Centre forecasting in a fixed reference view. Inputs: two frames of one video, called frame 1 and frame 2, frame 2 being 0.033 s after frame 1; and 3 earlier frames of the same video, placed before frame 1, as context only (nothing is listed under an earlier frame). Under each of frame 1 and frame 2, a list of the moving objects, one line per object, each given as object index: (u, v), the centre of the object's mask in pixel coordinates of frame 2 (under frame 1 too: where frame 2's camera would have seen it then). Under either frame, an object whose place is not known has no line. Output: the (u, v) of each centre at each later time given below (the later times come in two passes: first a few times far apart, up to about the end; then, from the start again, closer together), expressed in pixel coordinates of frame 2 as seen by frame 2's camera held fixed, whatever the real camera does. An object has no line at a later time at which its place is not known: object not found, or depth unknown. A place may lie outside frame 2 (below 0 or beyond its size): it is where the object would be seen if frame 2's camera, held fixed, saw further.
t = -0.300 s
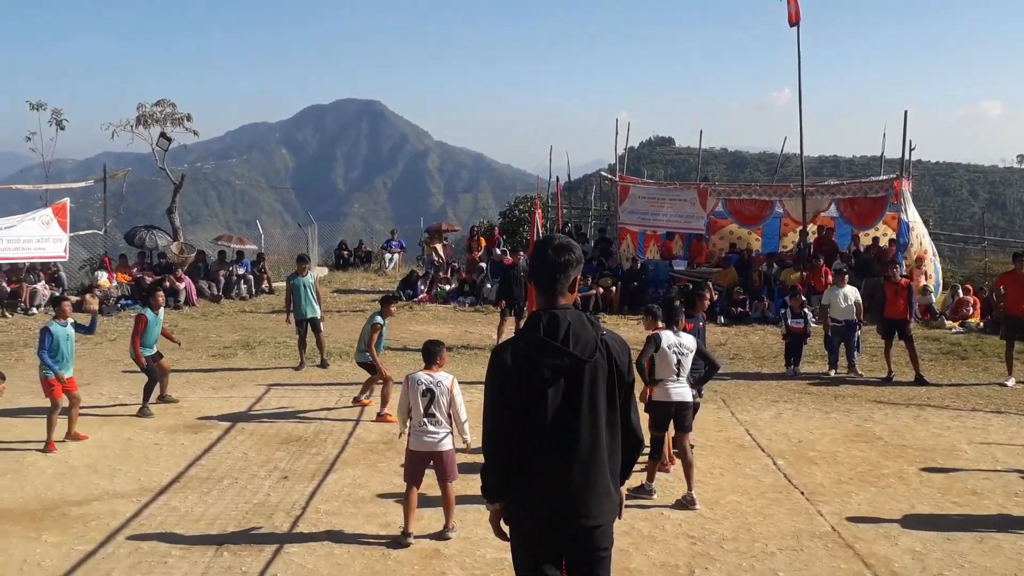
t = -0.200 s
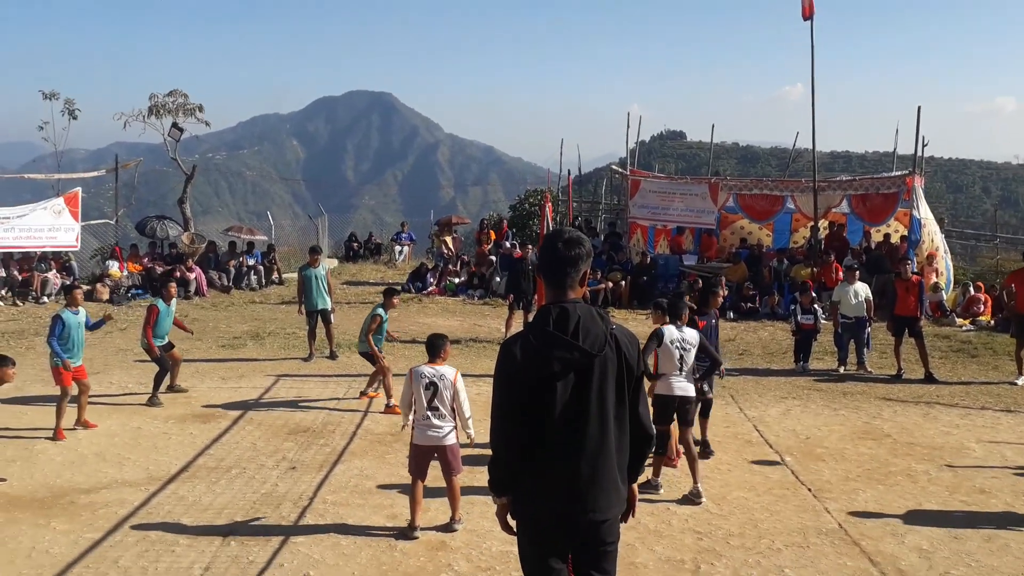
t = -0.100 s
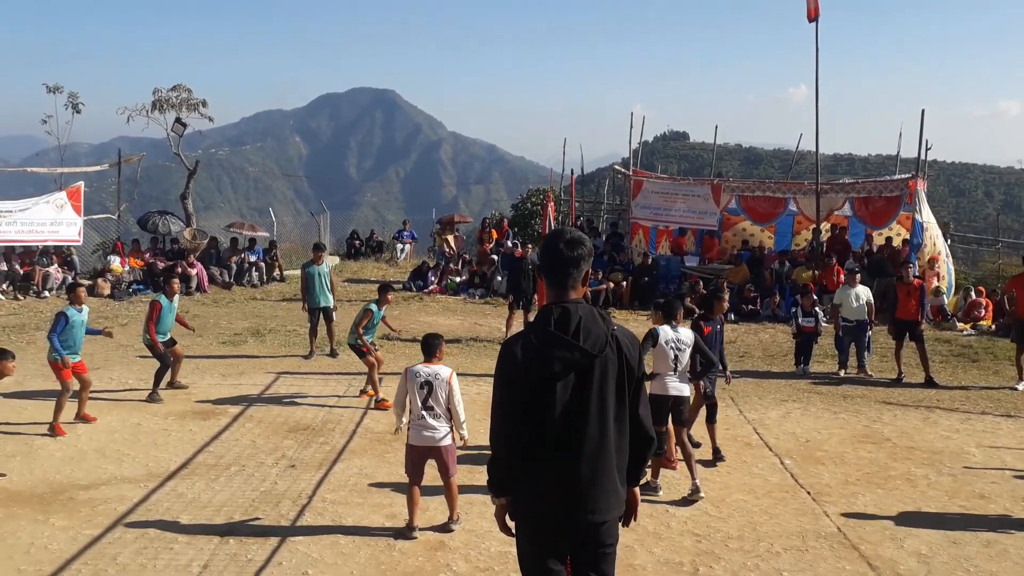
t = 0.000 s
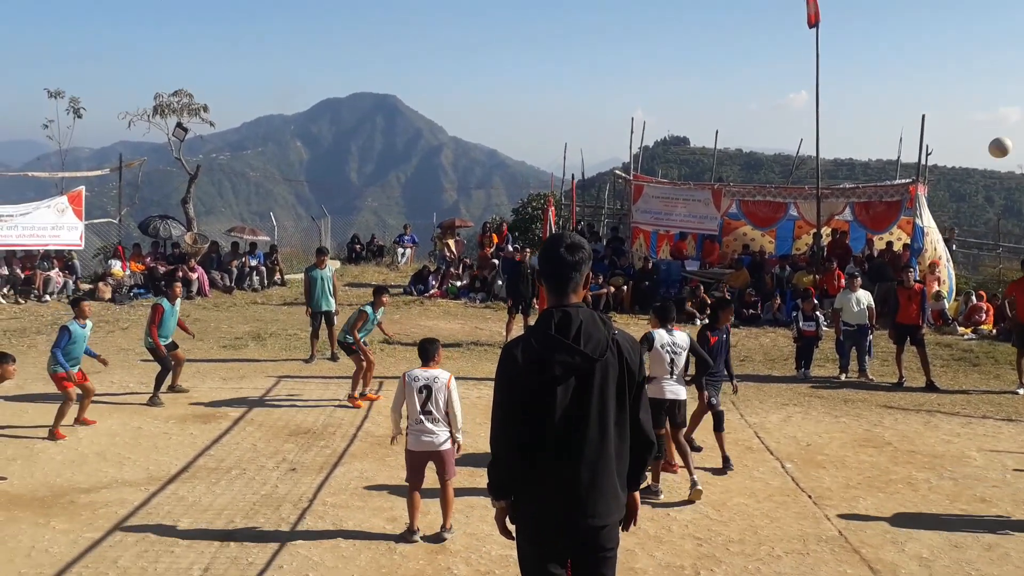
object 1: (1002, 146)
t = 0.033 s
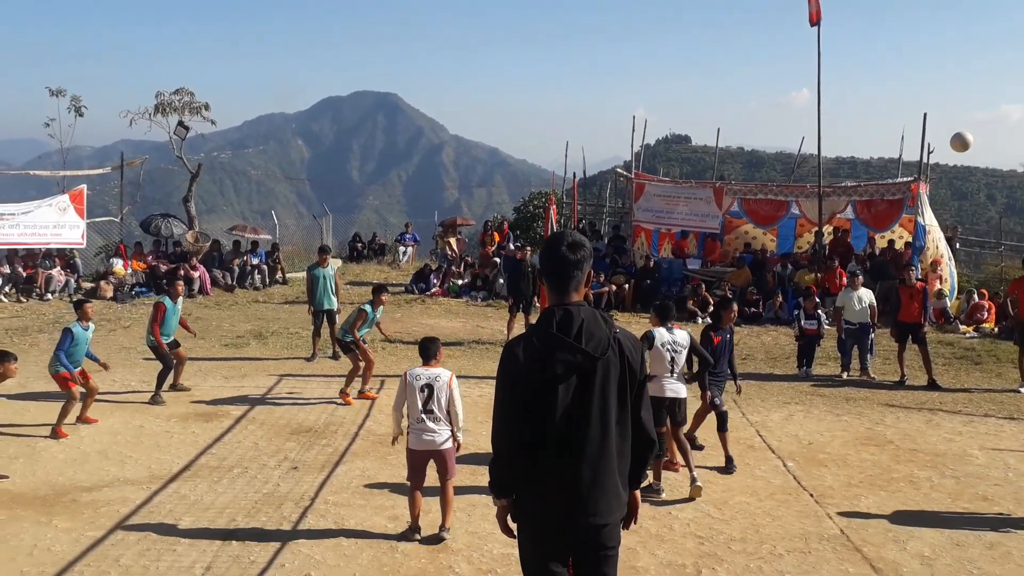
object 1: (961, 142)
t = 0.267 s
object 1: (687, 150)
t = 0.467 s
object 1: (477, 197)
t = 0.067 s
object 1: (922, 139)
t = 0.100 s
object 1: (882, 138)
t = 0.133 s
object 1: (843, 137)
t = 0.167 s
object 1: (804, 139)
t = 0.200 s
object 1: (764, 141)
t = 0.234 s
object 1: (726, 145)
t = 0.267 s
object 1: (687, 150)
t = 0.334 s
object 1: (615, 161)
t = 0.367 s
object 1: (580, 169)
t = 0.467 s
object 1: (477, 197)
